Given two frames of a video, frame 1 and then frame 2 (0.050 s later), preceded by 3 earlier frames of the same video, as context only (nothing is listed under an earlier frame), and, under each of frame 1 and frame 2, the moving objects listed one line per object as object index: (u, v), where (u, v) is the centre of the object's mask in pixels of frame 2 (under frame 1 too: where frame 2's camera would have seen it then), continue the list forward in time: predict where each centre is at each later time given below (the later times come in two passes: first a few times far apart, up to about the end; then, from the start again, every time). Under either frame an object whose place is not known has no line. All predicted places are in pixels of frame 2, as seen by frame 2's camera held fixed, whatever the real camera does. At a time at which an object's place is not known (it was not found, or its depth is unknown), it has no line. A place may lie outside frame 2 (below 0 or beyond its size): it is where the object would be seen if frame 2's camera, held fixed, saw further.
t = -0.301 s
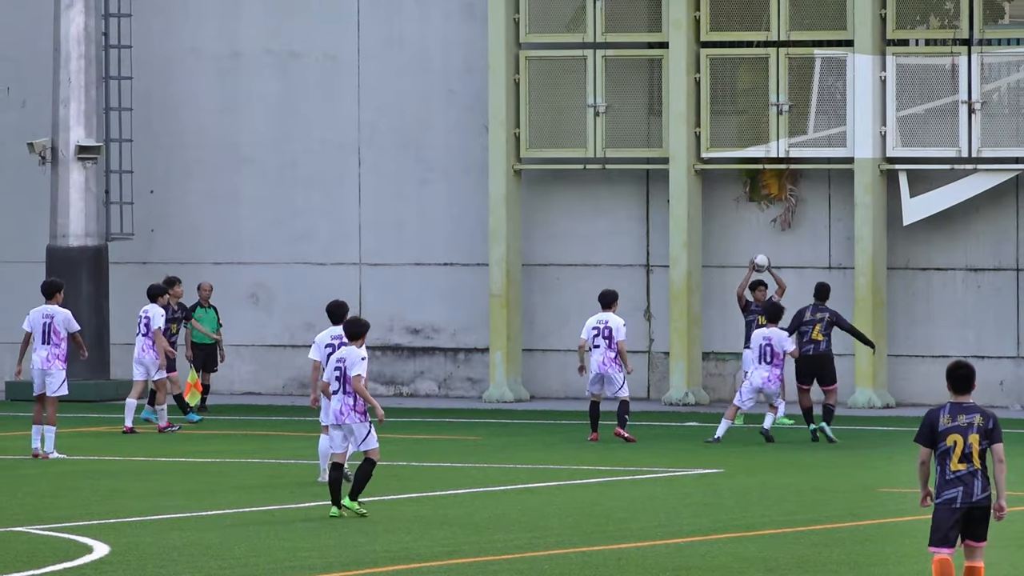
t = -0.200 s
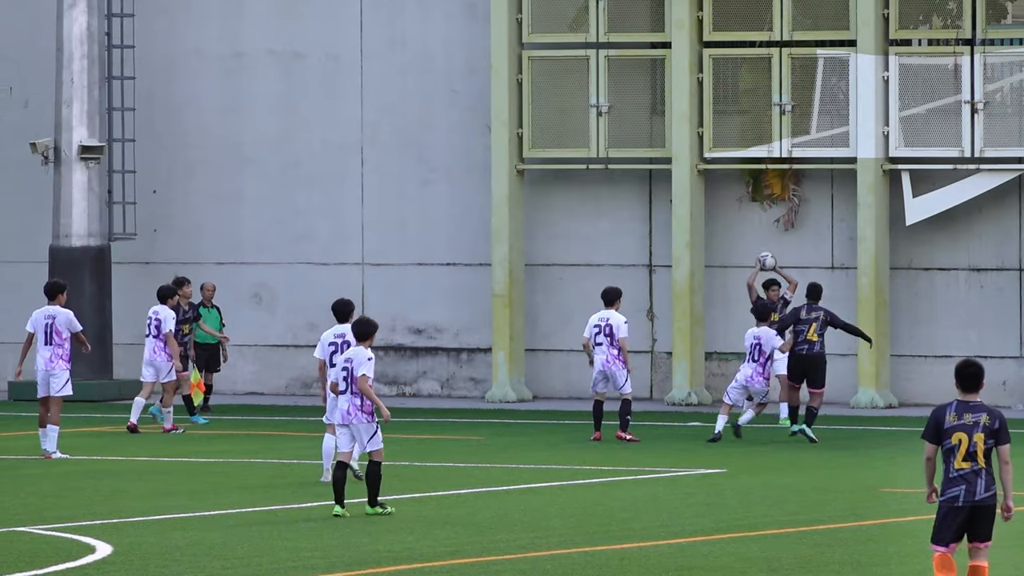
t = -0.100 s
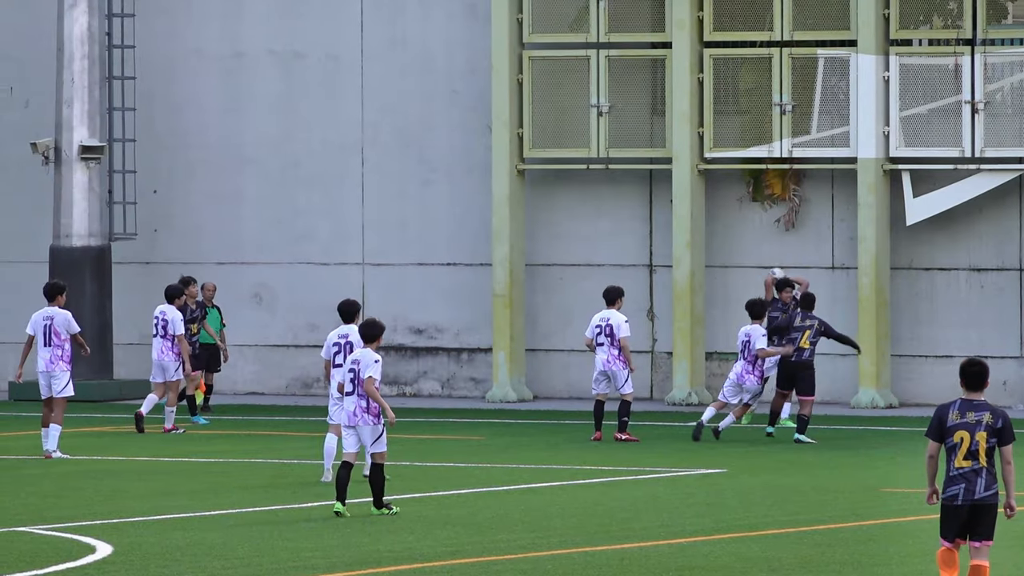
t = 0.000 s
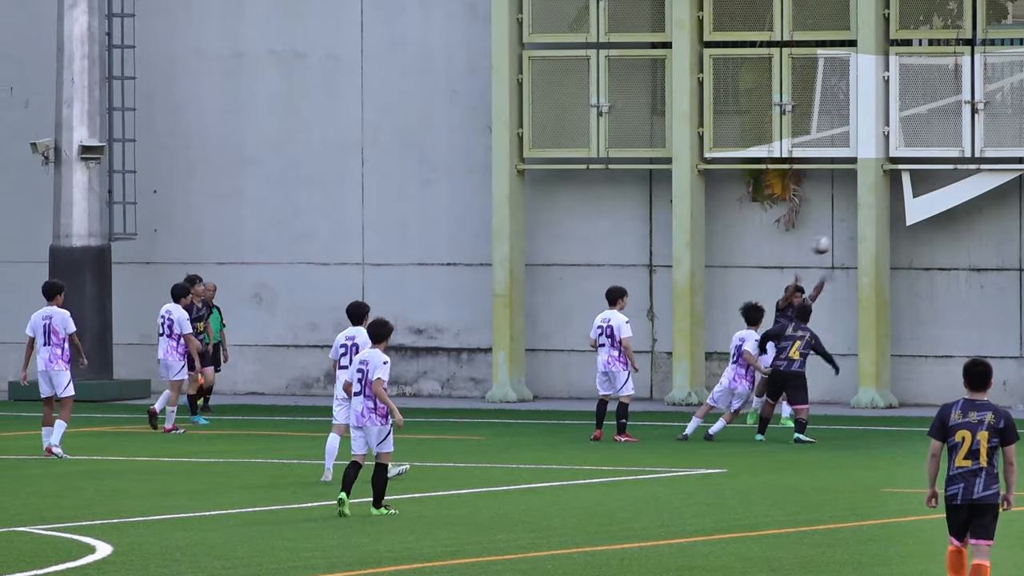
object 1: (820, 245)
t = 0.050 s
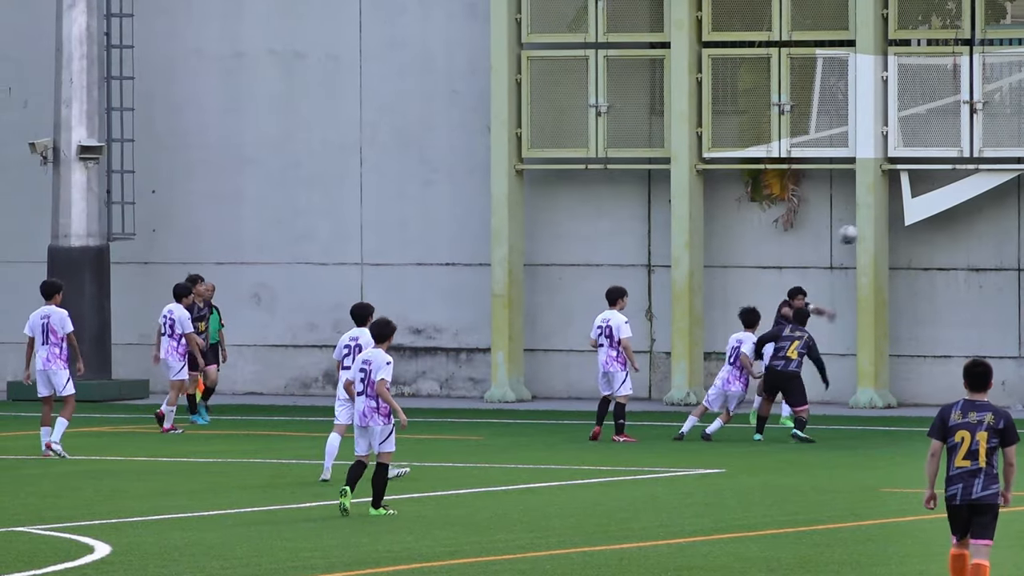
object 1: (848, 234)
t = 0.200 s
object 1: (939, 217)
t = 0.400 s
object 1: (1065, 228)
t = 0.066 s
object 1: (858, 231)
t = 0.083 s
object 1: (868, 229)
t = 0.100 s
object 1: (879, 227)
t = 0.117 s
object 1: (888, 224)
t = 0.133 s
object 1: (898, 222)
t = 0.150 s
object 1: (907, 221)
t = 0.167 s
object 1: (918, 220)
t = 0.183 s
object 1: (928, 219)
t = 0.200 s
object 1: (939, 217)
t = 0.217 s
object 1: (949, 217)
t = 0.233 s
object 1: (958, 217)
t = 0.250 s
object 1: (968, 217)
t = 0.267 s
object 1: (979, 217)
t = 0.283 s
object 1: (989, 218)
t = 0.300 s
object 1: (1000, 218)
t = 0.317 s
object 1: (1011, 219)
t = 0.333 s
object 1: (1021, 220)
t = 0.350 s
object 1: (1032, 222)
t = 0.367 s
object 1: (1043, 223)
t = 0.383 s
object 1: (1055, 225)
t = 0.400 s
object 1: (1065, 228)
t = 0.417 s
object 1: (1077, 230)
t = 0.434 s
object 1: (1089, 233)
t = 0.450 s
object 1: (1101, 236)
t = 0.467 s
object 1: (1113, 240)
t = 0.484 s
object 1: (1125, 243)
